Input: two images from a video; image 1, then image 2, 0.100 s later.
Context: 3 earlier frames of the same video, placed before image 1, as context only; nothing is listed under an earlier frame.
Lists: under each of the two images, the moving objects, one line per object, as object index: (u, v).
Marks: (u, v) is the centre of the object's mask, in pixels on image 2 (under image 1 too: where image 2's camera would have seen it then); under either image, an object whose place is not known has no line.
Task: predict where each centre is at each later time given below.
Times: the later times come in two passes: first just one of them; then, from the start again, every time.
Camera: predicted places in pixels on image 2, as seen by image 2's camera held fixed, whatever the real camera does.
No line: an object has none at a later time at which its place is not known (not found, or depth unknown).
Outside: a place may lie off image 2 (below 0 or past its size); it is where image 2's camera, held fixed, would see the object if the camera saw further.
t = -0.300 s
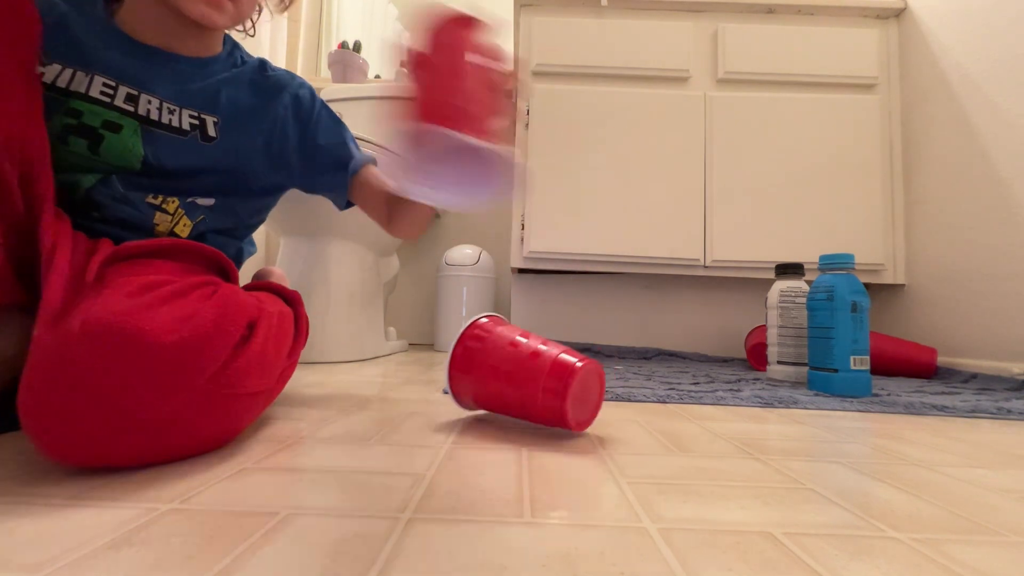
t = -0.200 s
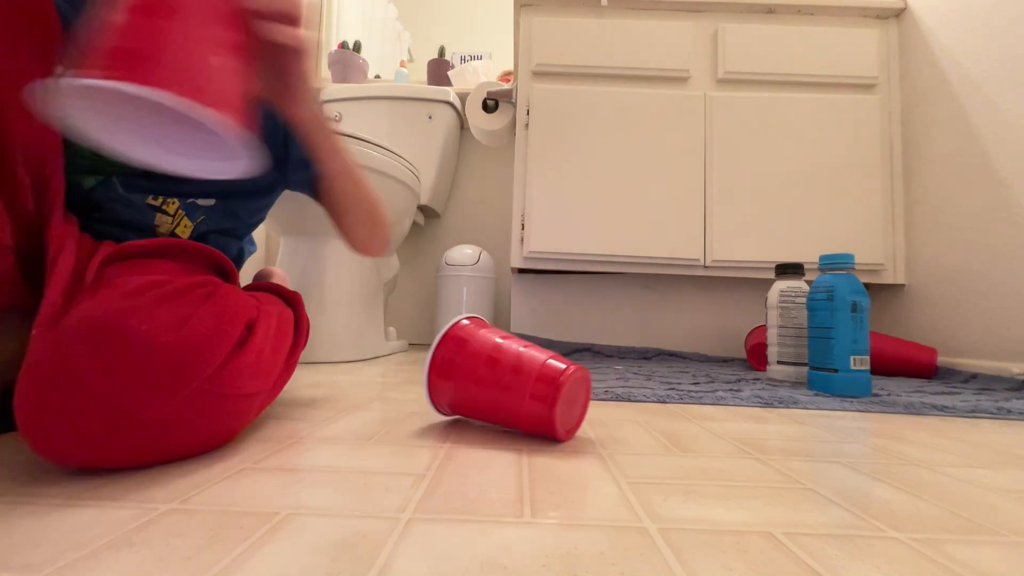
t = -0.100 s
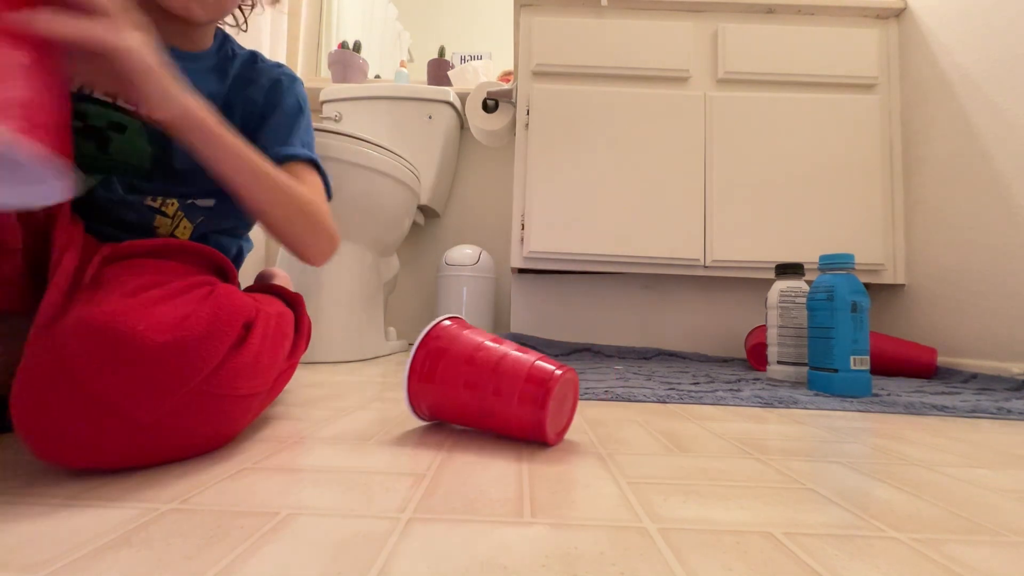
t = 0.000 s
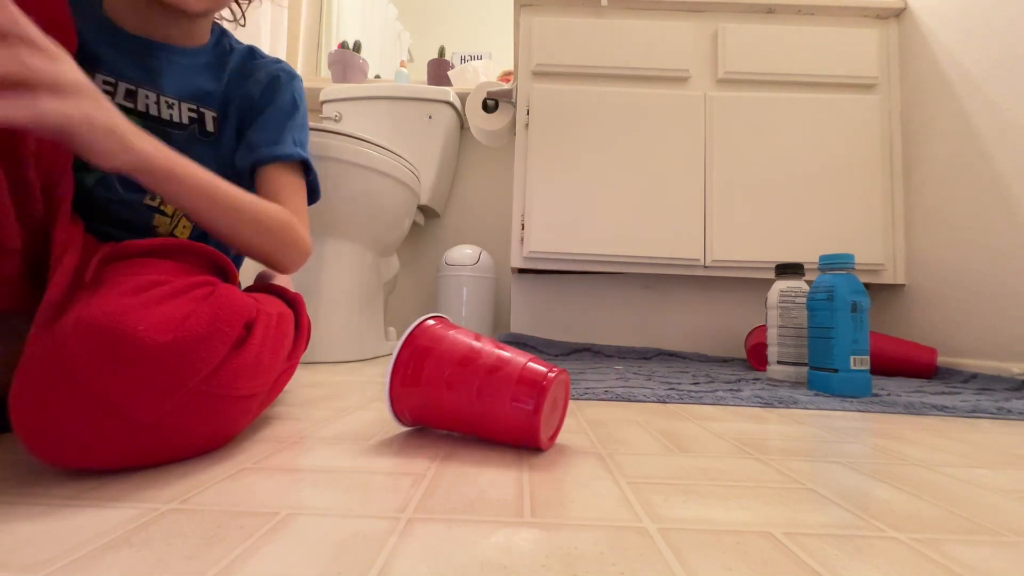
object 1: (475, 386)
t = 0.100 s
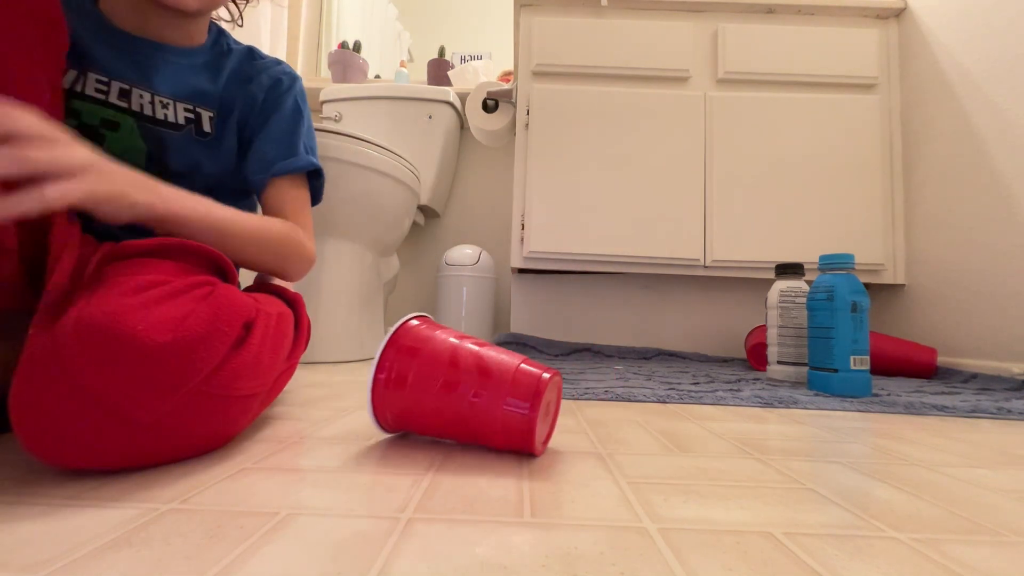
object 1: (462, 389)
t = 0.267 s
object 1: (441, 396)
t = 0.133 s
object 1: (457, 391)
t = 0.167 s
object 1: (453, 392)
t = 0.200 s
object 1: (449, 393)
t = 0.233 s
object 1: (445, 395)
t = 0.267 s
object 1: (441, 396)
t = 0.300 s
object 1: (437, 398)
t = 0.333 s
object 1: (432, 399)
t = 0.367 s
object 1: (428, 401)
